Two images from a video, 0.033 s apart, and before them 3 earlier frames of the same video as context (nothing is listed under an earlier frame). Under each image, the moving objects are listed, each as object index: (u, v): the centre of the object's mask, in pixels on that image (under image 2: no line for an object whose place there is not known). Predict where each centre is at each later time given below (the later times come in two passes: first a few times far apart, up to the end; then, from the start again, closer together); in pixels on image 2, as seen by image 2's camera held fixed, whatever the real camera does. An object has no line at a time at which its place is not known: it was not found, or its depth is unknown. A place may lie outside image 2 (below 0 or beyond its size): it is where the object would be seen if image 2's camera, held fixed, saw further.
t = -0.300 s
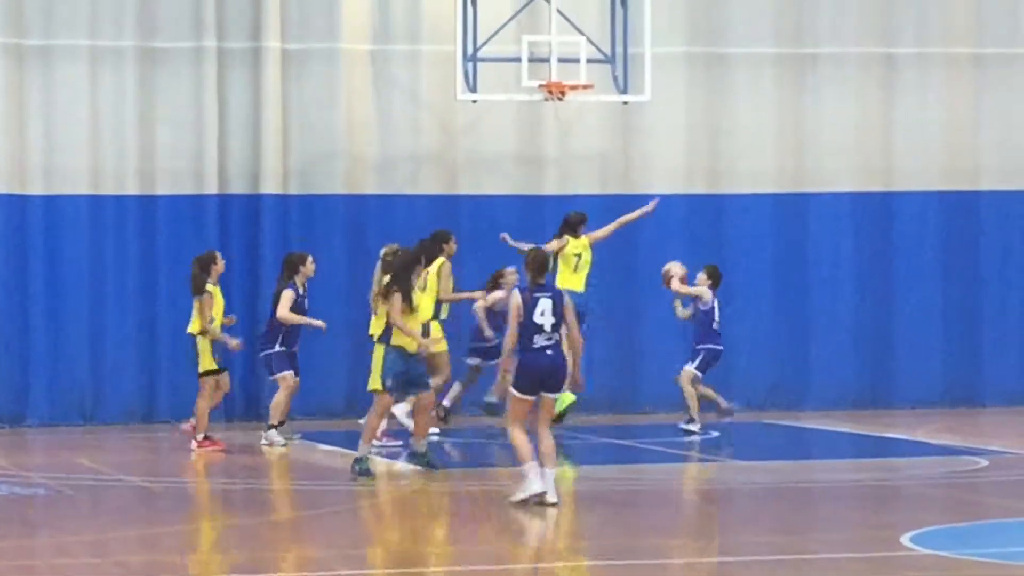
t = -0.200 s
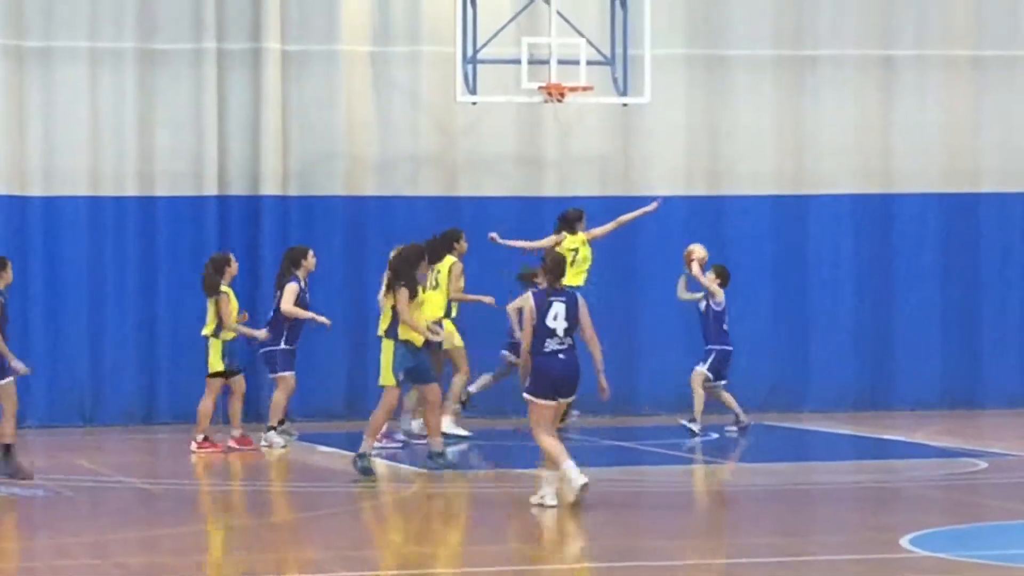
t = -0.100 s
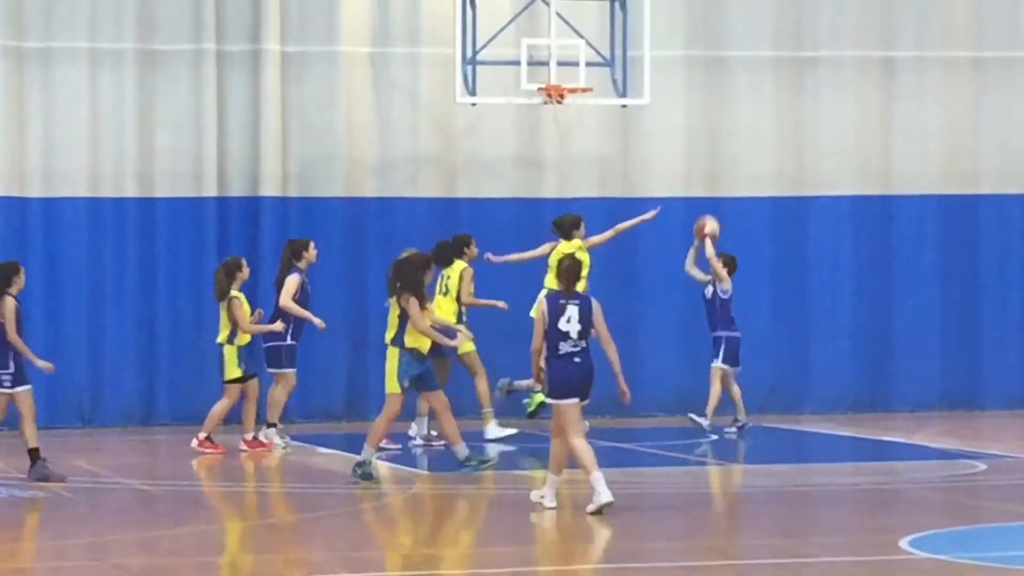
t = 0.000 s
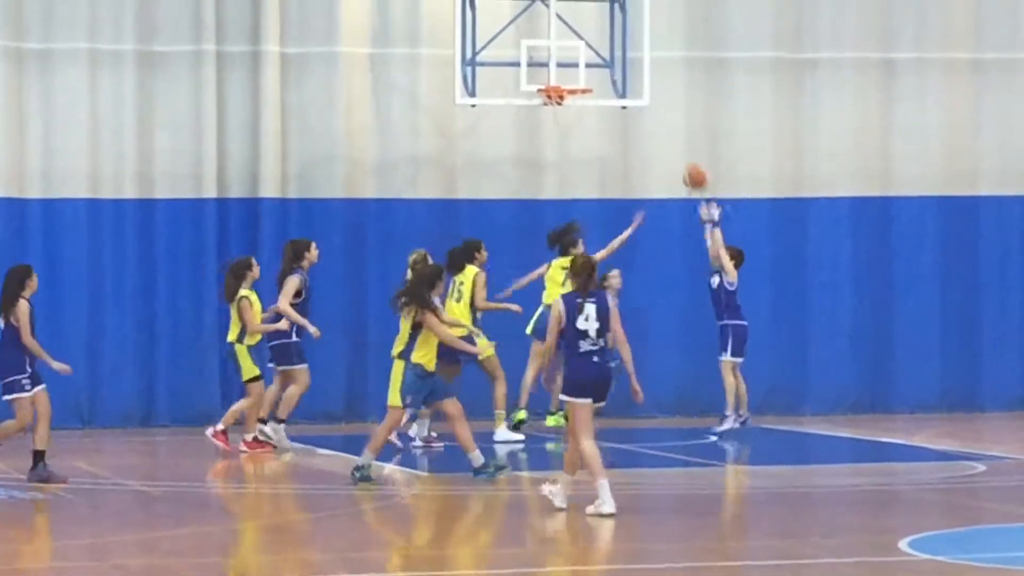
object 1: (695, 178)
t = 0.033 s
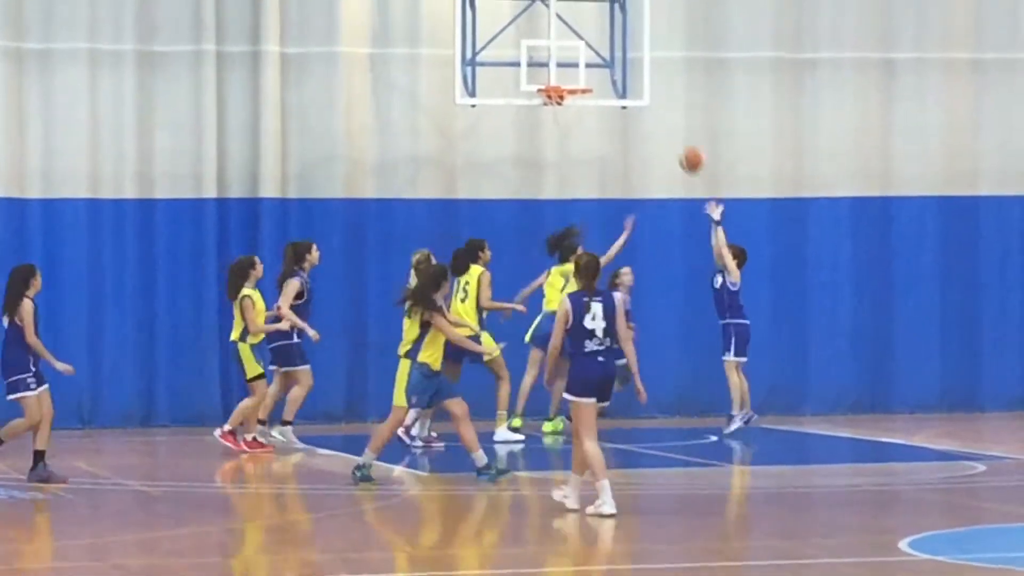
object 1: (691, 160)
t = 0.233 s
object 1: (662, 81)
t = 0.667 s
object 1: (598, 55)
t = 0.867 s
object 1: (569, 90)
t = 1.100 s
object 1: (545, 105)
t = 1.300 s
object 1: (554, 134)
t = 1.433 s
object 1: (566, 177)
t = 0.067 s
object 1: (687, 143)
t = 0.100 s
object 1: (682, 127)
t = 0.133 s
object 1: (677, 114)
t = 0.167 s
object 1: (672, 101)
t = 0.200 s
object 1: (667, 91)
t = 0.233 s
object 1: (662, 81)
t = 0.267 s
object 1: (655, 70)
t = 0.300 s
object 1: (650, 63)
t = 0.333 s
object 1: (646, 57)
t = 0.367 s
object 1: (640, 50)
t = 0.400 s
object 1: (637, 45)
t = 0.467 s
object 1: (628, 40)
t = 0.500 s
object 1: (622, 39)
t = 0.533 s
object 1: (617, 39)
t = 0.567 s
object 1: (613, 41)
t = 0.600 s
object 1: (607, 45)
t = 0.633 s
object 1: (602, 48)
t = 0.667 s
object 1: (598, 55)
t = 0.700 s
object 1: (592, 60)
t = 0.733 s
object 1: (589, 68)
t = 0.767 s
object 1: (583, 76)
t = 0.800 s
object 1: (577, 79)
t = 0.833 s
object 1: (573, 86)
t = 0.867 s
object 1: (569, 90)
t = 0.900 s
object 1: (559, 99)
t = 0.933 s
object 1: (553, 101)
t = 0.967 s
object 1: (549, 103)
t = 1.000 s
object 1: (548, 104)
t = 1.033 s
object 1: (547, 103)
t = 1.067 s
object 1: (546, 103)
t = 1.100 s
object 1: (545, 105)
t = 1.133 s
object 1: (547, 107)
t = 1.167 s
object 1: (549, 110)
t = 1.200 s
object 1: (550, 112)
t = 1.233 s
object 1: (552, 121)
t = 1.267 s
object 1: (553, 128)
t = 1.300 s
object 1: (554, 134)
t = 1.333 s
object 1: (557, 143)
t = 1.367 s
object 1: (559, 152)
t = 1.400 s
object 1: (561, 163)
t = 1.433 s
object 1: (566, 177)
